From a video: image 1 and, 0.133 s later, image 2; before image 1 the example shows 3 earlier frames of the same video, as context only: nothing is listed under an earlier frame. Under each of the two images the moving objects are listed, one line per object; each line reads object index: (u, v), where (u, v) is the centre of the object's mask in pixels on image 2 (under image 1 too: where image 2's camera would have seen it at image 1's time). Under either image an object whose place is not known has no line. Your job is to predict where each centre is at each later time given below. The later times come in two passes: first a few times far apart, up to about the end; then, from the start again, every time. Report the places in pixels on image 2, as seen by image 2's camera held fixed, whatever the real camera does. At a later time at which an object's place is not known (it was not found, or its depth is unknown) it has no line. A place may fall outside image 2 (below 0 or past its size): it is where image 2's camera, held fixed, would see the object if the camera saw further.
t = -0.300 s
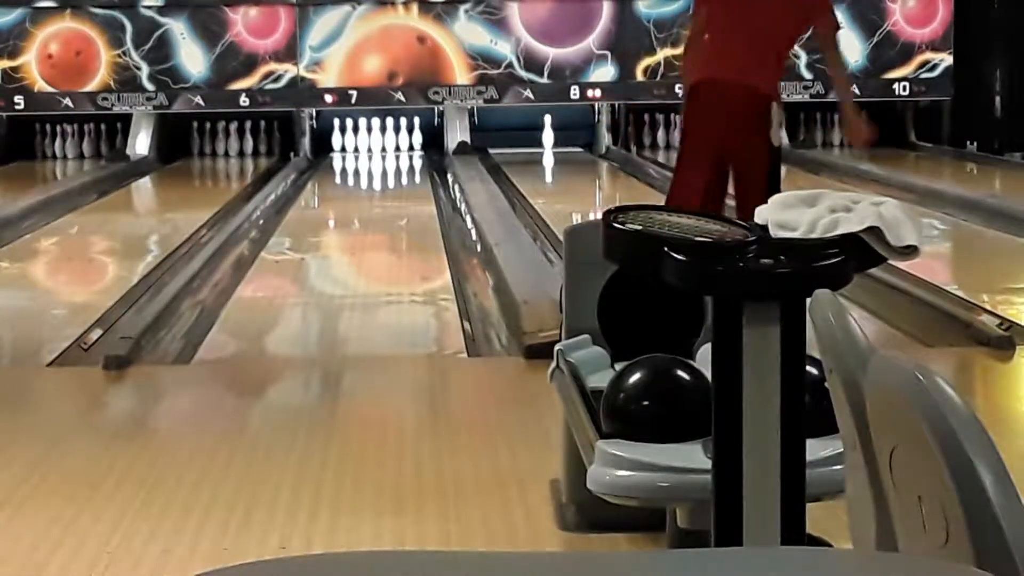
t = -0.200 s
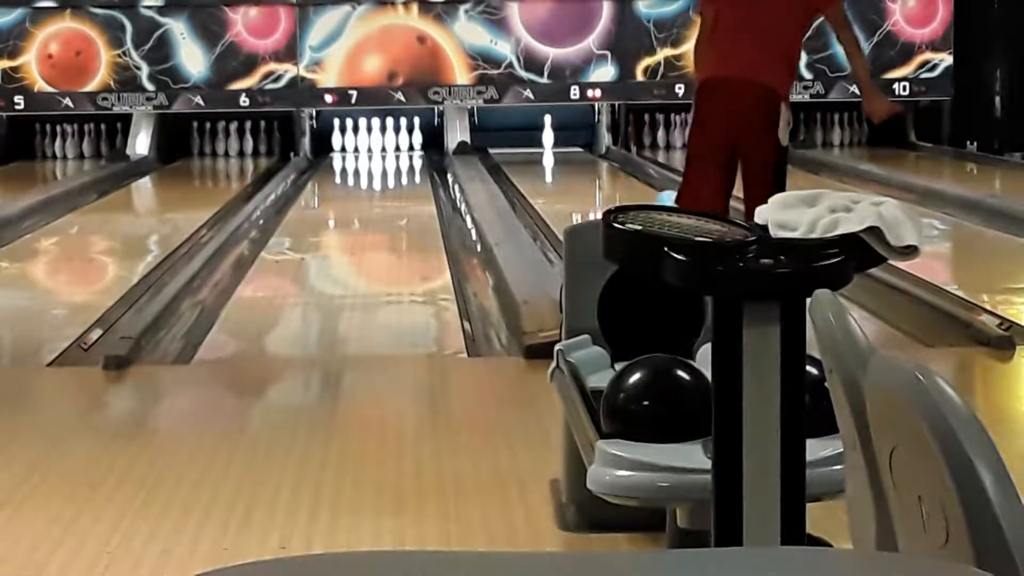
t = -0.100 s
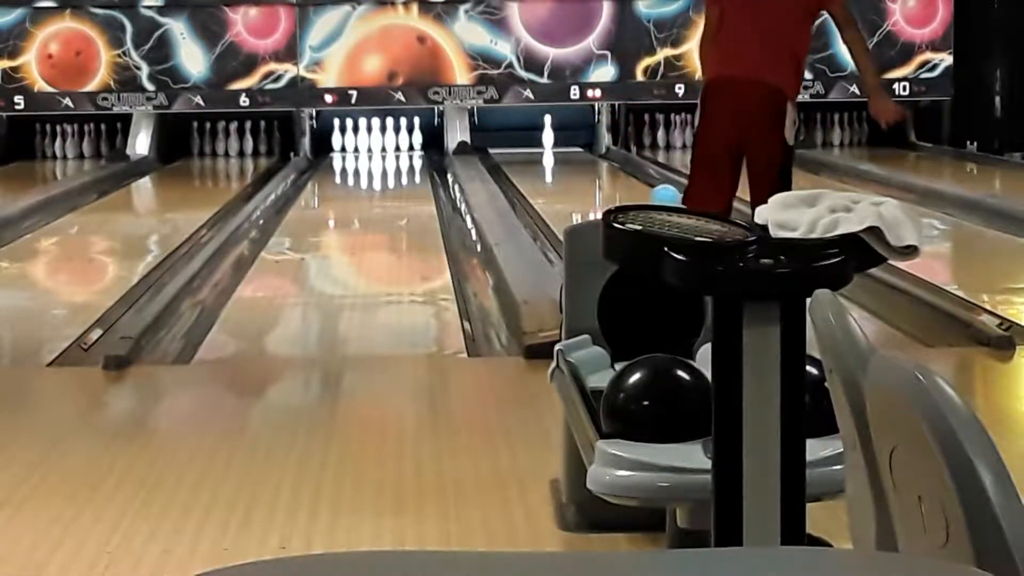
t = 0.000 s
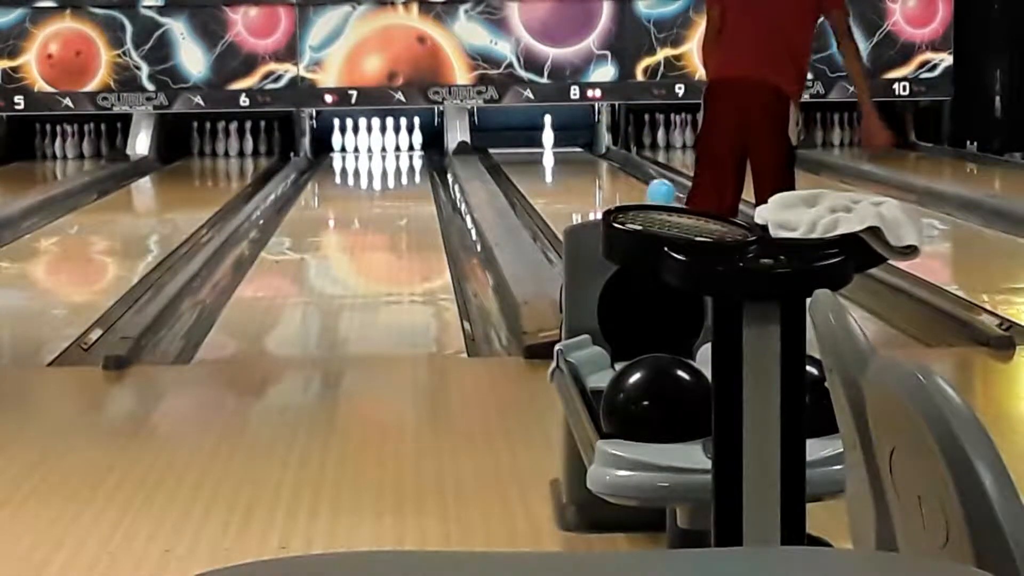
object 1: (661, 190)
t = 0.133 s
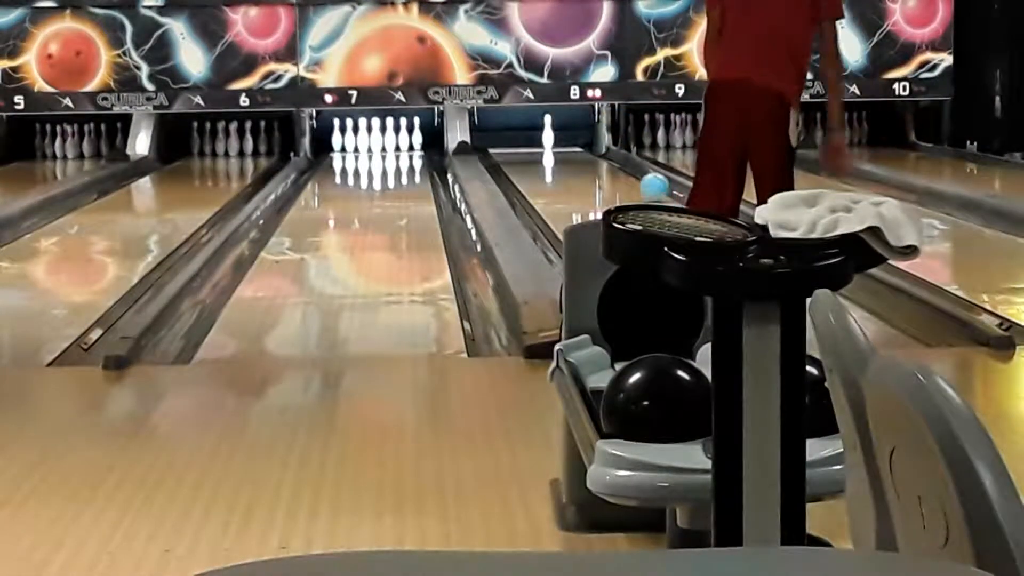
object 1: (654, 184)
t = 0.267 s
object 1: (648, 180)
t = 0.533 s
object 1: (635, 169)
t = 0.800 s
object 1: (620, 160)
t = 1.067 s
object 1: (606, 152)
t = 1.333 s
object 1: (593, 145)
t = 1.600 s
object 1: (579, 139)
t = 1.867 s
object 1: (564, 138)
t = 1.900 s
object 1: (564, 143)
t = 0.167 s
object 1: (653, 184)
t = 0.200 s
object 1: (651, 183)
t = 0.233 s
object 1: (649, 181)
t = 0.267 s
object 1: (648, 180)
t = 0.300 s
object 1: (646, 179)
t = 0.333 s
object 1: (645, 177)
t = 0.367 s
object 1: (643, 176)
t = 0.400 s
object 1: (641, 174)
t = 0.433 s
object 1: (639, 173)
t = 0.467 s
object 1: (637, 172)
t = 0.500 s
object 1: (636, 170)
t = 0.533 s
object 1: (635, 169)
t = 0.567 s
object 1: (632, 168)
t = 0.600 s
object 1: (630, 167)
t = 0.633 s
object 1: (629, 166)
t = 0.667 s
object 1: (627, 164)
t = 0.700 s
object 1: (625, 163)
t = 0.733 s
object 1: (623, 162)
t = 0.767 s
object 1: (622, 161)
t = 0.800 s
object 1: (620, 160)
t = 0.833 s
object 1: (618, 159)
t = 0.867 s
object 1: (617, 158)
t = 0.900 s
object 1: (615, 157)
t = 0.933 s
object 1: (613, 156)
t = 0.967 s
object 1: (612, 155)
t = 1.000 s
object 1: (610, 153)
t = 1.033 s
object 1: (608, 153)
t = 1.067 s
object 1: (606, 152)
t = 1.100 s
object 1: (605, 151)
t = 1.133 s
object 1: (603, 150)
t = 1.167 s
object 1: (601, 150)
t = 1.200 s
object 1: (600, 149)
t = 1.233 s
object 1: (598, 147)
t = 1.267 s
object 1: (597, 147)
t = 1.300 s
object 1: (595, 146)
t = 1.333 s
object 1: (593, 145)
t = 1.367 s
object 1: (592, 145)
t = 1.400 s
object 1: (590, 144)
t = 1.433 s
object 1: (588, 143)
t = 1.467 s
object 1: (586, 142)
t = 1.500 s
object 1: (585, 142)
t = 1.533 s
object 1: (583, 140)
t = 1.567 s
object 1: (581, 140)
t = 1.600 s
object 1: (579, 139)
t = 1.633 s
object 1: (577, 139)
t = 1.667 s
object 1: (575, 138)
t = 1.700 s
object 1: (573, 137)
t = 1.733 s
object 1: (571, 137)
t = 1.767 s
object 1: (569, 136)
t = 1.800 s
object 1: (567, 136)
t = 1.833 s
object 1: (566, 137)
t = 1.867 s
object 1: (564, 138)
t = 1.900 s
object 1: (564, 143)
